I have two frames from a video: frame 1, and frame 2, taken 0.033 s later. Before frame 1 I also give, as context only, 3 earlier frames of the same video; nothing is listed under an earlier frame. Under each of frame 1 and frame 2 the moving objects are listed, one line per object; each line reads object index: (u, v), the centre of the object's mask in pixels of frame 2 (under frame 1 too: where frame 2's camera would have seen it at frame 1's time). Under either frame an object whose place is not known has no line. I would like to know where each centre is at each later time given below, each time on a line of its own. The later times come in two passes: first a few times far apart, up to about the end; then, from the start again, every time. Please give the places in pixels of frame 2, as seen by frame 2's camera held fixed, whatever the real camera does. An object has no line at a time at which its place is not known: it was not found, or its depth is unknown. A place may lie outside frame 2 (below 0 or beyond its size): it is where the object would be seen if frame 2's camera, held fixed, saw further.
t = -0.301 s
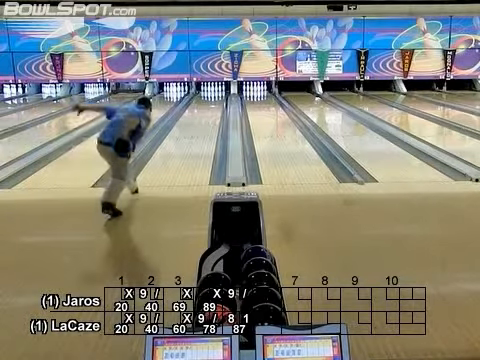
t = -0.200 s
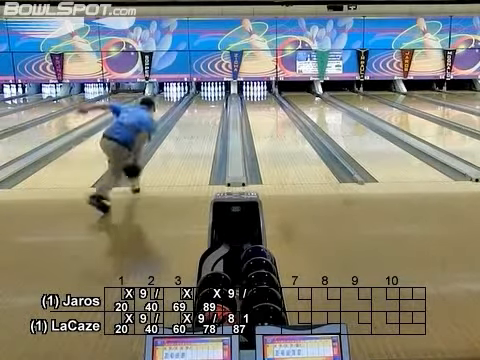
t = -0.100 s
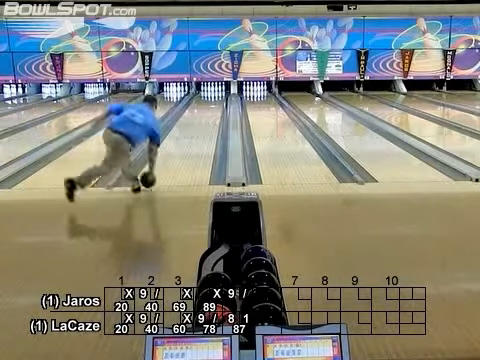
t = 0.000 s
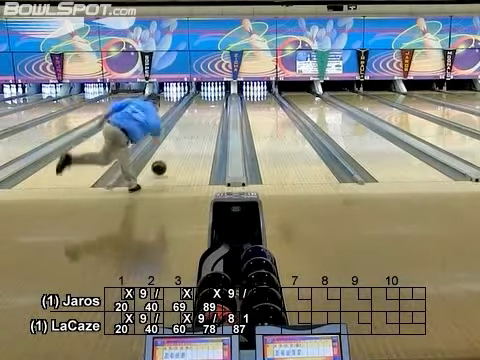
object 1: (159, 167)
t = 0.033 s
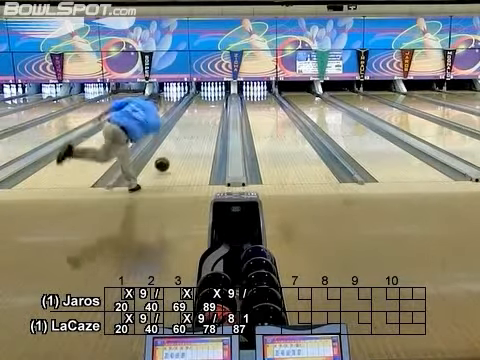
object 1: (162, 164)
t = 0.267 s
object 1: (179, 146)
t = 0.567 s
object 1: (194, 128)
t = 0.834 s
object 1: (203, 117)
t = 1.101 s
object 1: (209, 108)
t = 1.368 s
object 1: (214, 103)
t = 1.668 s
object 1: (216, 97)
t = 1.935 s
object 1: (217, 93)
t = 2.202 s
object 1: (216, 91)
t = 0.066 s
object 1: (165, 161)
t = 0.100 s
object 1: (167, 159)
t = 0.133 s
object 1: (170, 156)
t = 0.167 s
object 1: (172, 153)
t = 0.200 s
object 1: (175, 151)
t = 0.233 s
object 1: (177, 148)
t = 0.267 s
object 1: (179, 146)
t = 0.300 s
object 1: (181, 143)
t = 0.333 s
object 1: (183, 141)
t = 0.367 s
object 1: (184, 139)
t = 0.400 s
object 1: (186, 137)
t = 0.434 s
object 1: (188, 135)
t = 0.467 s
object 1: (189, 133)
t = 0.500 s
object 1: (191, 131)
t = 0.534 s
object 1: (192, 129)
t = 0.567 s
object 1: (194, 128)
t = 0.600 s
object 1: (195, 126)
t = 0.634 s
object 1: (196, 125)
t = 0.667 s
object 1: (197, 123)
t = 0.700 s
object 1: (199, 122)
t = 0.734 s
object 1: (200, 120)
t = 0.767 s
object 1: (201, 119)
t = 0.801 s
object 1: (202, 118)
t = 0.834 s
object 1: (203, 117)
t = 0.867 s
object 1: (204, 115)
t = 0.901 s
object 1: (204, 114)
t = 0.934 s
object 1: (205, 113)
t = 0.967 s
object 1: (206, 112)
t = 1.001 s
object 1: (207, 111)
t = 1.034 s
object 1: (208, 111)
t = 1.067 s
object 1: (209, 110)
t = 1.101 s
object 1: (209, 108)
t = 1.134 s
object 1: (210, 108)
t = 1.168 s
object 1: (211, 107)
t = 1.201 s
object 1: (211, 106)
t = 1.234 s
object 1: (212, 105)
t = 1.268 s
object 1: (212, 105)
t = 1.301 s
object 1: (213, 104)
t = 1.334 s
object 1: (214, 103)
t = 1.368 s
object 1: (214, 103)
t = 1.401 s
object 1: (214, 102)
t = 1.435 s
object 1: (214, 101)
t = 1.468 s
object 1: (215, 100)
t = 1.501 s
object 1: (216, 99)
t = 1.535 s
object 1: (216, 99)
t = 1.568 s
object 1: (216, 99)
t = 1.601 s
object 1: (217, 98)
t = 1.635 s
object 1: (217, 98)
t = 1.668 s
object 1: (216, 97)
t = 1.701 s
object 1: (217, 97)
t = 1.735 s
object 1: (217, 97)
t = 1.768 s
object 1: (217, 96)
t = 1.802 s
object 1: (216, 95)
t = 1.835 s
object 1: (216, 94)
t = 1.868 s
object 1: (217, 94)
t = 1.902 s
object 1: (217, 94)
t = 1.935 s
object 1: (217, 93)
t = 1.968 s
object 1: (217, 93)
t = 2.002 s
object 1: (217, 93)
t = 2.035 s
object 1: (217, 93)
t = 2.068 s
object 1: (216, 92)
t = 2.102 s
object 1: (216, 92)
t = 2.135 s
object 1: (216, 91)
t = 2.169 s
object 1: (216, 91)
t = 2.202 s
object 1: (216, 91)
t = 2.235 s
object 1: (216, 90)
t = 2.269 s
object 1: (216, 89)
